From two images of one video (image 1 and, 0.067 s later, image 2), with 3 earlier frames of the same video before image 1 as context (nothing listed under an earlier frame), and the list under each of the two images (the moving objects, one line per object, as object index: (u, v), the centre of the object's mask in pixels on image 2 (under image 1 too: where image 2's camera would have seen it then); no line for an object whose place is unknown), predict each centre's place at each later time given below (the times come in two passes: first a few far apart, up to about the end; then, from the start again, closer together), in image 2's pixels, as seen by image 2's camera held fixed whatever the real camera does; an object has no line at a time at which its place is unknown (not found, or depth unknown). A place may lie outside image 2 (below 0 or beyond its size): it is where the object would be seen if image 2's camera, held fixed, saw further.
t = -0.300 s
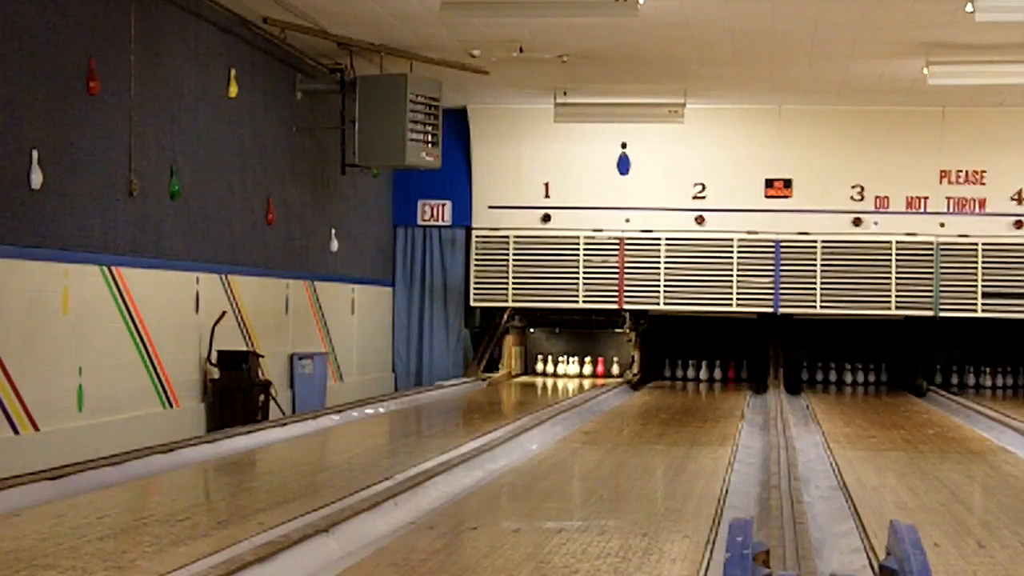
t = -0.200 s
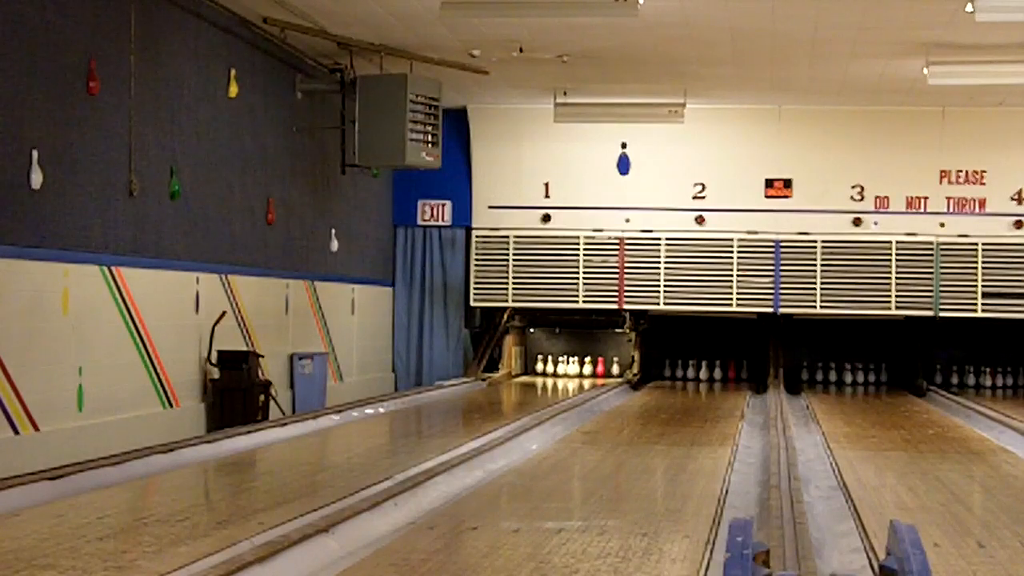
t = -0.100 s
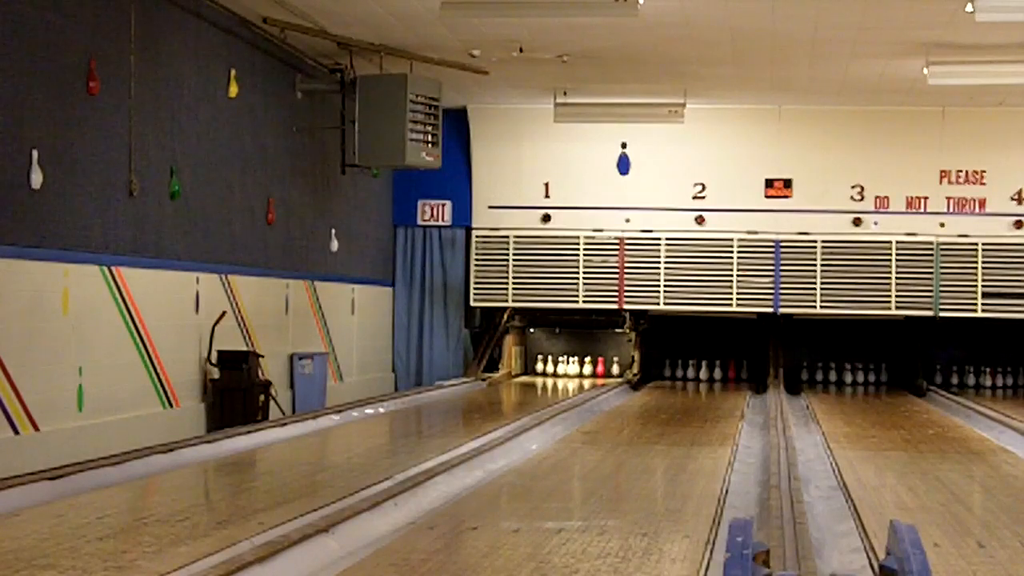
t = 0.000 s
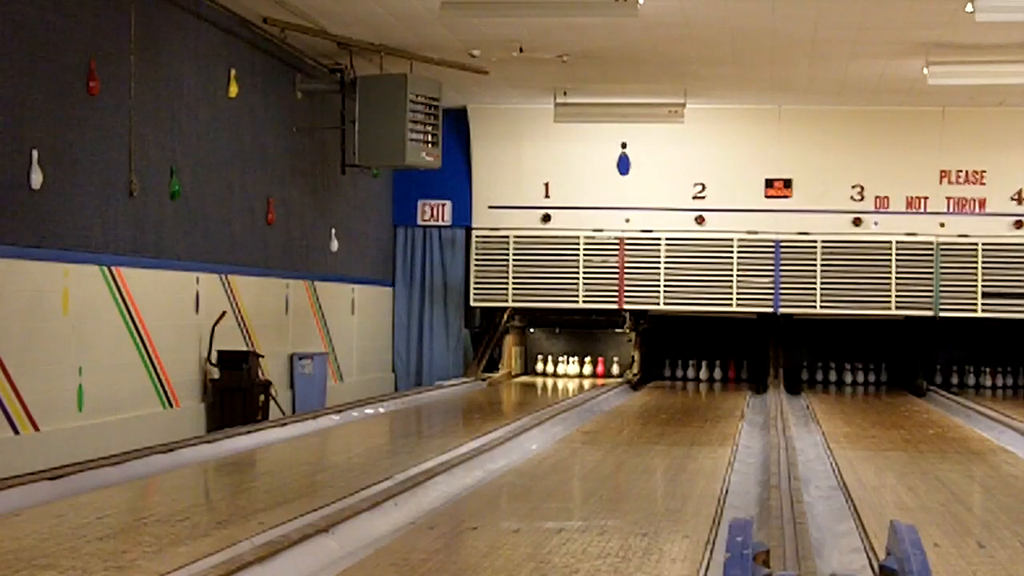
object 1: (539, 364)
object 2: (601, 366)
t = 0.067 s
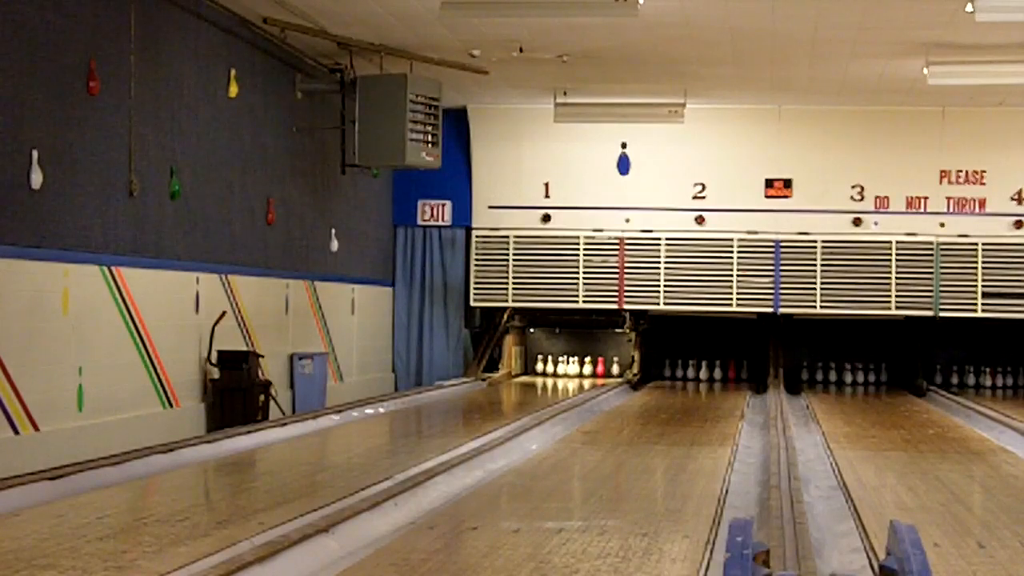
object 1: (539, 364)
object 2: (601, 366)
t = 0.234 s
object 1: (539, 364)
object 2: (601, 366)
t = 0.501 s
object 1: (539, 364)
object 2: (601, 366)
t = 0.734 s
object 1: (539, 364)
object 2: (601, 366)
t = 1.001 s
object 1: (539, 364)
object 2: (601, 366)
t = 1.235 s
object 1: (539, 364)
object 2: (601, 366)
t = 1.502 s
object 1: (539, 364)
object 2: (601, 366)
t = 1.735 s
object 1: (536, 366)
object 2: (607, 367)
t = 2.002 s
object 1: (536, 367)
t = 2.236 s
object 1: (549, 369)
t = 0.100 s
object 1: (539, 364)
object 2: (601, 366)
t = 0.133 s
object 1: (539, 364)
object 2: (601, 366)
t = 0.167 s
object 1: (539, 364)
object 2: (601, 366)
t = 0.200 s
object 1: (539, 364)
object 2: (601, 366)
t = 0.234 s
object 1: (539, 364)
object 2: (601, 366)
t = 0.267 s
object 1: (539, 364)
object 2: (601, 366)
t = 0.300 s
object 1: (539, 364)
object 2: (601, 366)
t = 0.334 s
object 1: (539, 364)
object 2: (601, 366)
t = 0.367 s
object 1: (539, 364)
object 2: (601, 366)
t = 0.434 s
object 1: (539, 364)
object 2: (601, 366)
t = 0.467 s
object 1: (539, 364)
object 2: (601, 366)
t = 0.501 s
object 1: (539, 364)
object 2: (601, 366)
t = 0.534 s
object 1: (539, 364)
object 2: (601, 366)
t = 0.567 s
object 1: (540, 364)
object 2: (601, 366)
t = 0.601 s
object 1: (539, 364)
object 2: (601, 366)
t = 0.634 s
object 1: (539, 364)
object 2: (601, 366)
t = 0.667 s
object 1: (539, 364)
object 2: (601, 366)
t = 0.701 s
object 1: (539, 364)
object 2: (601, 366)
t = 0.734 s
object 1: (539, 364)
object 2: (601, 366)
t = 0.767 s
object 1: (539, 364)
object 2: (601, 366)
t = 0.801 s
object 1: (539, 364)
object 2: (601, 366)
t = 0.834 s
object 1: (539, 364)
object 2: (601, 366)
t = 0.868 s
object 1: (539, 364)
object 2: (601, 366)
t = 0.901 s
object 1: (539, 364)
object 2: (601, 366)
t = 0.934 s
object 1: (539, 364)
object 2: (601, 366)
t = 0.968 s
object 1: (539, 364)
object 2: (601, 366)
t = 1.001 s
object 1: (539, 364)
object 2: (601, 366)
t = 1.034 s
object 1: (539, 364)
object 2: (601, 366)
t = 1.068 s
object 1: (539, 364)
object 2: (601, 366)
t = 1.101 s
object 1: (539, 364)
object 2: (601, 366)
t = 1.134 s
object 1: (539, 364)
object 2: (601, 366)
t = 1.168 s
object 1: (539, 364)
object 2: (601, 366)
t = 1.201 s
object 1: (539, 364)
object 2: (601, 366)
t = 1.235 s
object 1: (539, 364)
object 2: (601, 366)
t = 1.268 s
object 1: (539, 364)
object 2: (601, 366)
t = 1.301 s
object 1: (539, 364)
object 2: (601, 366)
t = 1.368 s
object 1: (539, 364)
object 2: (601, 366)
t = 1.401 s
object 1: (539, 364)
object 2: (601, 366)
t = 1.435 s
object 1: (539, 364)
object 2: (601, 366)
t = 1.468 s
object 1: (540, 364)
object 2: (601, 366)
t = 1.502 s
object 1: (539, 364)
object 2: (601, 366)
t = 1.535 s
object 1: (539, 364)
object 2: (601, 366)
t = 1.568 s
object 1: (539, 364)
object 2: (601, 366)
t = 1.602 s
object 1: (539, 364)
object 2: (601, 366)
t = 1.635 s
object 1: (539, 364)
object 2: (601, 366)
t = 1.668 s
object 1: (539, 364)
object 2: (601, 366)
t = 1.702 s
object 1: (539, 364)
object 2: (603, 367)
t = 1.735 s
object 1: (536, 366)
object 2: (607, 367)
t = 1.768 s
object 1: (532, 366)
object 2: (612, 369)
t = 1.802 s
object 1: (529, 366)
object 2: (617, 372)
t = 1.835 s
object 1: (530, 367)
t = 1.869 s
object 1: (530, 368)
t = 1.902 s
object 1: (531, 367)
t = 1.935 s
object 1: (534, 367)
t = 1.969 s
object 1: (535, 367)
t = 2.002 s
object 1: (536, 367)
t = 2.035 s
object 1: (538, 368)
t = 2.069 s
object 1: (539, 369)
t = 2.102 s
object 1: (542, 370)
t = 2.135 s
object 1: (544, 369)
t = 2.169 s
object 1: (545, 369)
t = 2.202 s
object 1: (547, 369)
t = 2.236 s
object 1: (549, 369)
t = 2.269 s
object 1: (550, 370)
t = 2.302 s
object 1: (551, 370)
